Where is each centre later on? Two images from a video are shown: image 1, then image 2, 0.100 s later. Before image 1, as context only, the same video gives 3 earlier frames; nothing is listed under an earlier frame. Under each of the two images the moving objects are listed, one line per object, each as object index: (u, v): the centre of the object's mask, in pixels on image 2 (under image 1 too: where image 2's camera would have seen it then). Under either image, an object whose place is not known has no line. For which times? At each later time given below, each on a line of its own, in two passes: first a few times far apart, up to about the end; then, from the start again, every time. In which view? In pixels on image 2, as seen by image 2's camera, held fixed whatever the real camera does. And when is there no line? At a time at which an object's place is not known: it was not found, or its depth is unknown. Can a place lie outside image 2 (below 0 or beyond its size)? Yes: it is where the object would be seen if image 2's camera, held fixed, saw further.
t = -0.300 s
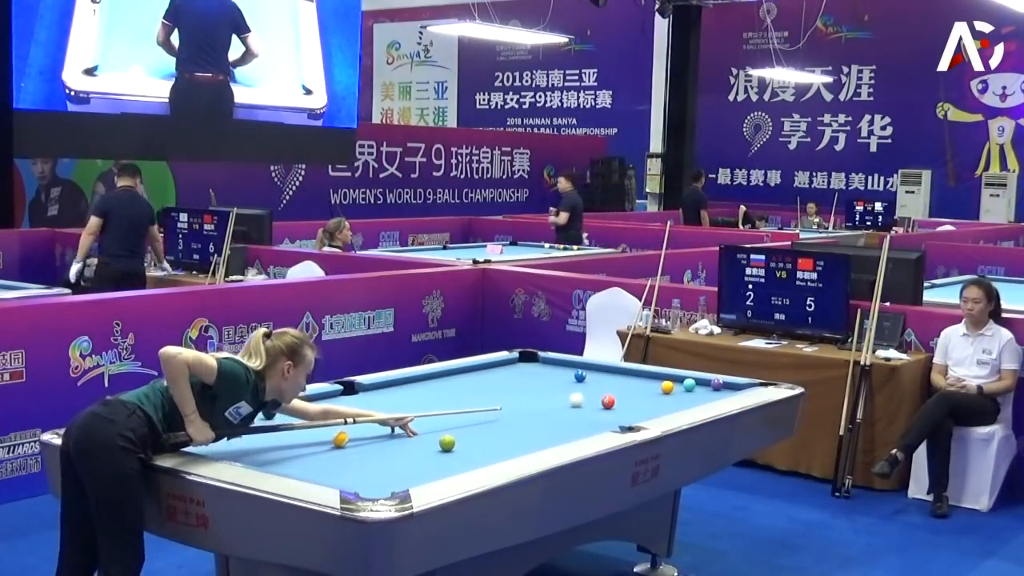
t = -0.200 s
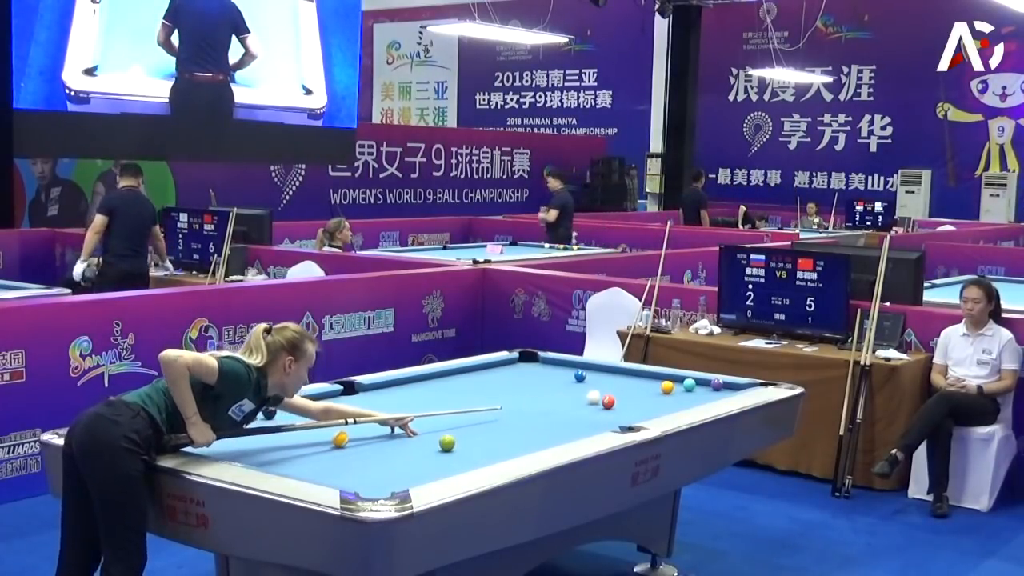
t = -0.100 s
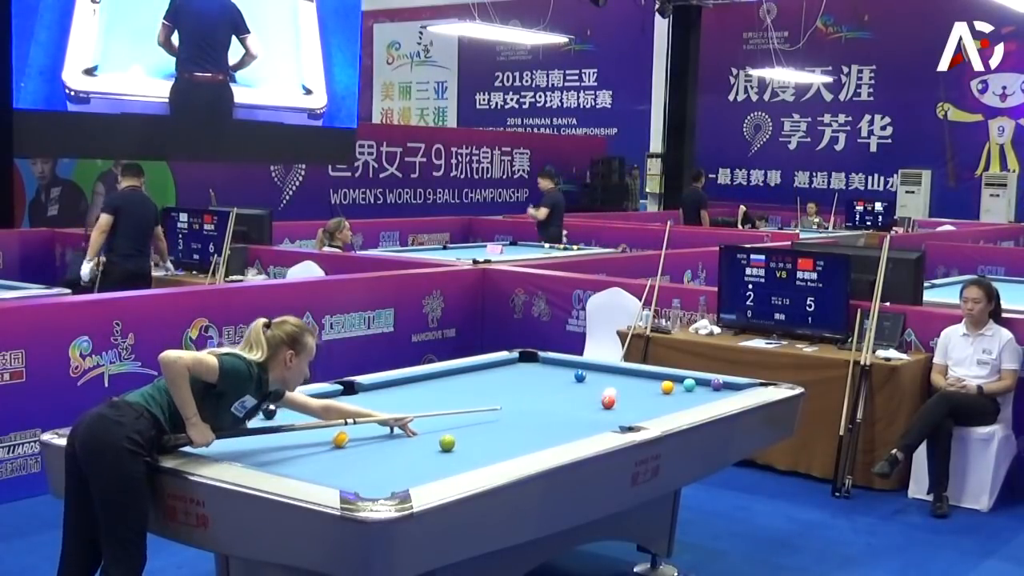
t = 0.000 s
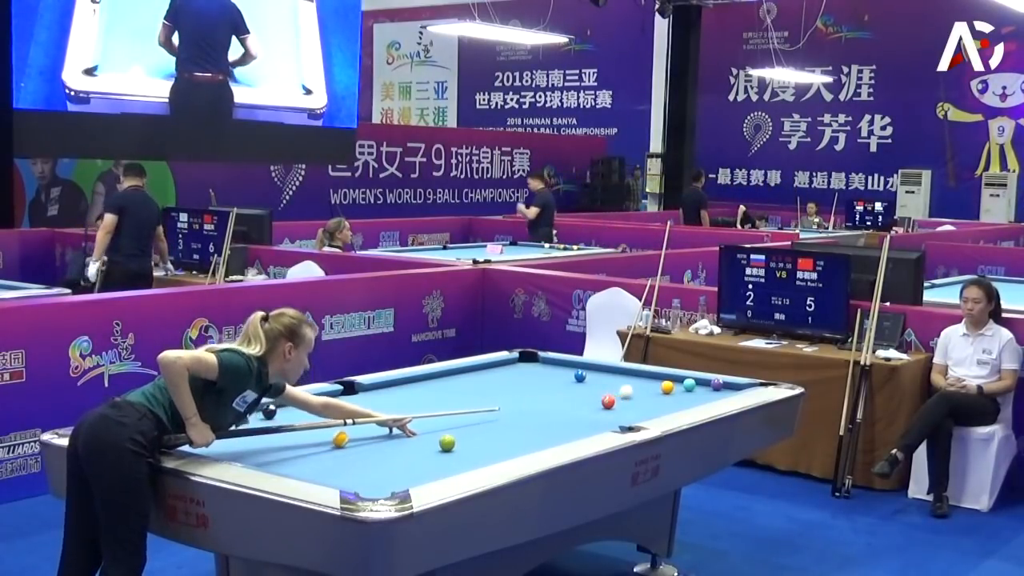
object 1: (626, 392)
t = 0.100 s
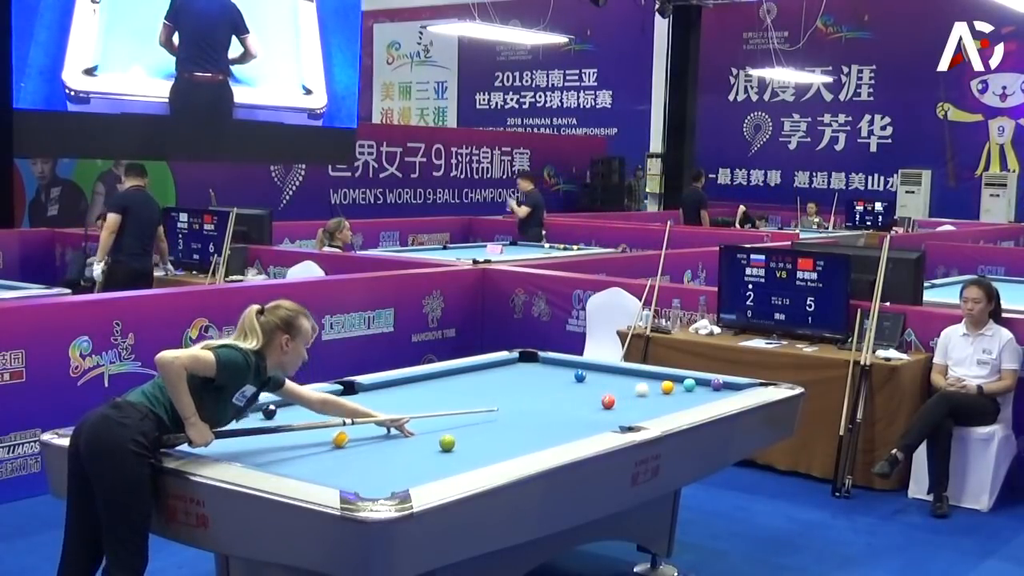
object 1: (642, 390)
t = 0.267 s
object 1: (653, 386)
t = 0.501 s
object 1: (656, 381)
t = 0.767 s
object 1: (658, 376)
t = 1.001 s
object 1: (654, 376)
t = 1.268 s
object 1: (646, 377)
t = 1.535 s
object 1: (638, 378)
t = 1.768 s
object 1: (633, 379)
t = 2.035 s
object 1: (626, 379)
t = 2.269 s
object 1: (622, 380)
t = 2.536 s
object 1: (618, 380)
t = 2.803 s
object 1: (615, 381)
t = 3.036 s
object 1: (613, 381)
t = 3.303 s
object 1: (611, 381)
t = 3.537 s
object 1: (609, 381)
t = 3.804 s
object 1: (609, 381)
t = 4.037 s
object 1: (609, 381)
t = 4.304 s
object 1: (609, 381)
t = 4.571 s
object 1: (609, 381)
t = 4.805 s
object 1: (609, 381)
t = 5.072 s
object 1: (609, 381)
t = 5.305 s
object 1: (609, 381)
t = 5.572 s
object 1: (609, 382)
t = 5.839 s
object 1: (609, 382)
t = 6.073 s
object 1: (609, 381)
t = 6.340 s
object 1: (609, 381)
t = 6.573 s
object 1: (609, 381)
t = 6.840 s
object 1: (609, 381)
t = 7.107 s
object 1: (609, 381)
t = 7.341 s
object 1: (609, 382)
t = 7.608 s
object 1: (609, 382)
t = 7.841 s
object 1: (609, 381)
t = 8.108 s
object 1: (609, 381)
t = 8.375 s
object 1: (609, 381)
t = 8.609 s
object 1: (609, 381)
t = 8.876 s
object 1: (609, 381)
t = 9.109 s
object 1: (609, 381)
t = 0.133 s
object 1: (646, 388)
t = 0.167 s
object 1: (652, 388)
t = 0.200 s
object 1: (654, 387)
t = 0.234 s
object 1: (653, 386)
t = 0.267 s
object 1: (653, 386)
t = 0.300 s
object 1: (653, 385)
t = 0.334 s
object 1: (654, 385)
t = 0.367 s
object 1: (654, 384)
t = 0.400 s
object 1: (655, 383)
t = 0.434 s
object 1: (655, 382)
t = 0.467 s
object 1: (655, 382)
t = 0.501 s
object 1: (656, 381)
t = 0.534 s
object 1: (656, 381)
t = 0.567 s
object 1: (656, 380)
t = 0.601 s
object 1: (657, 379)
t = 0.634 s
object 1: (657, 379)
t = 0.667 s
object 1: (658, 378)
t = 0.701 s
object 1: (658, 378)
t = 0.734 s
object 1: (658, 377)
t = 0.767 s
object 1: (658, 376)
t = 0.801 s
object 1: (659, 376)
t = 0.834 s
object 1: (659, 376)
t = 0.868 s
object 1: (659, 376)
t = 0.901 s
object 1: (658, 376)
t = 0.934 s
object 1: (656, 376)
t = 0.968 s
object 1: (655, 376)
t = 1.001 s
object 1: (654, 376)
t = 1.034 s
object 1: (653, 376)
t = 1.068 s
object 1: (652, 376)
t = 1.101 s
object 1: (651, 376)
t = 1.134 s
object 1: (650, 376)
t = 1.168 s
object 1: (649, 376)
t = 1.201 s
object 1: (648, 377)
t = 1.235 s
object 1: (647, 377)
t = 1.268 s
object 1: (646, 377)
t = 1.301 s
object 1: (645, 377)
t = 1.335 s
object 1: (644, 377)
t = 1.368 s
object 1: (643, 377)
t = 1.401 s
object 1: (642, 377)
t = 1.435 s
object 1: (641, 378)
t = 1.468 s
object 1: (640, 378)
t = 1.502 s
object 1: (639, 378)
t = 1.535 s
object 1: (638, 378)
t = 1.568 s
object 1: (638, 378)
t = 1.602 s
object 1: (637, 378)
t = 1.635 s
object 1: (636, 378)
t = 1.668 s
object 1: (635, 378)
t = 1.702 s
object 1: (634, 378)
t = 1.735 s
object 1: (633, 378)
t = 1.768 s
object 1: (633, 379)
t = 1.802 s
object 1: (632, 379)
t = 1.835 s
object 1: (631, 379)
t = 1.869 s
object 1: (630, 379)
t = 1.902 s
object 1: (629, 379)
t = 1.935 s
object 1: (629, 379)
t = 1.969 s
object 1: (628, 379)
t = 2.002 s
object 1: (627, 379)
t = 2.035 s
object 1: (626, 379)
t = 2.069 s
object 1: (626, 379)
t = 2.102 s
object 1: (625, 380)
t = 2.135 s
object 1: (625, 380)
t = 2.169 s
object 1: (624, 380)
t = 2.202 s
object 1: (623, 380)
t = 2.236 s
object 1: (623, 380)
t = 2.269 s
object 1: (622, 380)
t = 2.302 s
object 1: (622, 380)
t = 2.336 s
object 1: (621, 380)
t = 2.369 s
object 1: (621, 380)
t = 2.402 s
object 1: (620, 380)
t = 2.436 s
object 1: (620, 380)
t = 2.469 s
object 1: (619, 380)
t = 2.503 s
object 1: (618, 380)
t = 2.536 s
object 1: (618, 380)
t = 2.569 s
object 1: (618, 381)
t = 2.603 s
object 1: (617, 380)
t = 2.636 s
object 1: (617, 381)
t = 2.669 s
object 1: (616, 381)
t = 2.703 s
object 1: (616, 381)
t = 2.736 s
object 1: (615, 381)
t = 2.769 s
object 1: (615, 381)
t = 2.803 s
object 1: (615, 381)
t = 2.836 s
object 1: (614, 381)
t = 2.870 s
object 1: (614, 381)
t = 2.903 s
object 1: (614, 381)
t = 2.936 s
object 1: (613, 381)
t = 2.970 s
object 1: (613, 381)
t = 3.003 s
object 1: (613, 381)
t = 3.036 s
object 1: (613, 381)
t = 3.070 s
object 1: (612, 381)
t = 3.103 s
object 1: (612, 381)
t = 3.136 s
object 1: (612, 381)
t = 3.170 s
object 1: (612, 381)
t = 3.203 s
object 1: (611, 381)
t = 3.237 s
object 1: (611, 381)
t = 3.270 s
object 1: (611, 381)
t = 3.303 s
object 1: (611, 381)
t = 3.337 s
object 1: (611, 381)
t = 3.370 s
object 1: (610, 381)
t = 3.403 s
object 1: (610, 381)
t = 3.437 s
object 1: (610, 381)
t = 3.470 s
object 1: (610, 381)
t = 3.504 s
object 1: (610, 381)
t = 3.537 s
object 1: (609, 381)
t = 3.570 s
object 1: (609, 381)
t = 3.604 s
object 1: (609, 381)
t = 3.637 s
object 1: (609, 381)
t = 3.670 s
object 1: (609, 381)
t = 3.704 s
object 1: (609, 381)
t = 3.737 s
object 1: (609, 381)
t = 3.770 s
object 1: (609, 381)
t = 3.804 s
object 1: (609, 381)
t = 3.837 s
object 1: (609, 381)
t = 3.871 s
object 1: (609, 381)
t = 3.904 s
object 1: (609, 381)
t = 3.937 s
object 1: (609, 381)
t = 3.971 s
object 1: (609, 381)
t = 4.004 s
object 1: (609, 381)
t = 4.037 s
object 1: (609, 381)
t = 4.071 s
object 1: (609, 381)
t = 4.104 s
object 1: (609, 381)
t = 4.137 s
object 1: (609, 381)
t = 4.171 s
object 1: (609, 381)
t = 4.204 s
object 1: (609, 381)
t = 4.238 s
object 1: (609, 381)
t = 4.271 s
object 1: (609, 381)
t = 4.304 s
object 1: (609, 381)
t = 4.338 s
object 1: (609, 381)
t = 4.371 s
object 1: (609, 381)
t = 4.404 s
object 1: (609, 381)
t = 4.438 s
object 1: (609, 381)
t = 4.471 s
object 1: (609, 381)
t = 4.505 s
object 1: (609, 381)
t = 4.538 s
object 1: (609, 381)
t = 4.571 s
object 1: (609, 381)
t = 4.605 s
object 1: (609, 381)
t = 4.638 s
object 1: (609, 381)
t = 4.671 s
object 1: (609, 381)
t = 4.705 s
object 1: (609, 381)
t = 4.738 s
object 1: (609, 381)
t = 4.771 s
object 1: (609, 381)
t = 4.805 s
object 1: (609, 381)
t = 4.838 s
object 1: (609, 381)
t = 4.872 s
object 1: (609, 381)
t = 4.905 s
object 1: (609, 382)
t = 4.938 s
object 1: (609, 381)
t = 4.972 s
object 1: (609, 381)
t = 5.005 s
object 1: (609, 381)
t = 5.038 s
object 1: (609, 381)
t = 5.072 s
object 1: (609, 381)
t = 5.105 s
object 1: (609, 381)
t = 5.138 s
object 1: (609, 381)
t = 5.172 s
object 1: (609, 382)
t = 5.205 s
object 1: (609, 381)
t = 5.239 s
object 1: (609, 382)
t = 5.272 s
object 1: (609, 381)
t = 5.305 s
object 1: (609, 381)
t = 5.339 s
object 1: (609, 381)
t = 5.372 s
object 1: (609, 381)
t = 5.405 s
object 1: (609, 382)
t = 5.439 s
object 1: (609, 382)
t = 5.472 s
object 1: (609, 382)
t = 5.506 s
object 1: (609, 382)
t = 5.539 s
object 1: (609, 382)
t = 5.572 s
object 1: (609, 382)
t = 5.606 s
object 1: (609, 381)
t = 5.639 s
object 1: (609, 381)
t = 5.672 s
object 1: (609, 381)
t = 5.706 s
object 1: (609, 381)
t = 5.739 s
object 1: (609, 382)
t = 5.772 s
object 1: (609, 382)
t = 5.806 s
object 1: (609, 382)
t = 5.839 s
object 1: (609, 382)
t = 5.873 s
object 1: (609, 381)
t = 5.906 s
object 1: (609, 381)
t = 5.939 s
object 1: (609, 381)
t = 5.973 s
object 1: (609, 382)
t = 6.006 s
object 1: (609, 381)
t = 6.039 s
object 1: (609, 382)
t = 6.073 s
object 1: (609, 381)
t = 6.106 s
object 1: (609, 382)
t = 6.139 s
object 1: (609, 382)
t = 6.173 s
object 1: (609, 382)
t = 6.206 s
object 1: (609, 382)
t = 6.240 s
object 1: (609, 381)
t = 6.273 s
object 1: (609, 381)
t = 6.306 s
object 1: (609, 381)
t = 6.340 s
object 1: (609, 381)
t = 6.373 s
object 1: (609, 381)
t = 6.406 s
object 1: (609, 381)
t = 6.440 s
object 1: (609, 381)
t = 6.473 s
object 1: (609, 381)
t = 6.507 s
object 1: (609, 381)
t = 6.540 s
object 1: (609, 381)
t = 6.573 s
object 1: (609, 381)
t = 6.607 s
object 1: (609, 381)
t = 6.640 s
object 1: (609, 381)
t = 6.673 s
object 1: (609, 381)
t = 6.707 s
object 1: (609, 381)
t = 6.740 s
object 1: (609, 381)
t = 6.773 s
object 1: (609, 381)
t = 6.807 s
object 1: (609, 381)
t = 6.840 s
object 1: (609, 381)
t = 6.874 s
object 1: (609, 381)
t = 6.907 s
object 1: (609, 381)
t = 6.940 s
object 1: (609, 381)
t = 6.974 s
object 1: (609, 381)
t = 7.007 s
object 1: (609, 381)
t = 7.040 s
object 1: (609, 381)
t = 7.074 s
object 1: (609, 381)
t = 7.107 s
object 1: (609, 381)
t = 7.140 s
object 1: (609, 381)
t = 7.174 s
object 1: (609, 381)
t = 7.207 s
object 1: (609, 381)
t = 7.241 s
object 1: (609, 381)
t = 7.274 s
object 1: (609, 381)
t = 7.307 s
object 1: (609, 381)
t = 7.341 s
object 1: (609, 382)
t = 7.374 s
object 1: (609, 381)
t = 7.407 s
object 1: (609, 382)
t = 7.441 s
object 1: (609, 382)
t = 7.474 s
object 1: (609, 382)
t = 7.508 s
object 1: (609, 382)
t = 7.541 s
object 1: (609, 382)
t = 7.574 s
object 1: (609, 382)
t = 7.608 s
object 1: (609, 382)
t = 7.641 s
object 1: (609, 382)
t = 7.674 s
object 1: (609, 381)
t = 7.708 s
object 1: (609, 381)
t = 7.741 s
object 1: (609, 381)
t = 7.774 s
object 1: (609, 381)
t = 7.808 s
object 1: (609, 381)
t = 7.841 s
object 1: (609, 381)
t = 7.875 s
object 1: (609, 381)
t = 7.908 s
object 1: (609, 381)
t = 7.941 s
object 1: (609, 381)
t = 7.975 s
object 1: (609, 381)
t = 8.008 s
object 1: (609, 381)
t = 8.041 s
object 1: (609, 381)
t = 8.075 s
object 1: (609, 381)
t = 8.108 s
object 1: (609, 381)
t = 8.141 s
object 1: (609, 381)
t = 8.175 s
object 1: (609, 381)
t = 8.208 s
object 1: (609, 381)
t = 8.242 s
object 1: (609, 381)
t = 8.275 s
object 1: (609, 381)
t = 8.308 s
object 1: (609, 381)
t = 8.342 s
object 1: (609, 381)
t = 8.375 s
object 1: (609, 381)
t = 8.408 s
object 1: (609, 381)
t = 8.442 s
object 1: (609, 381)
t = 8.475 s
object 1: (609, 381)
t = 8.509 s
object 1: (609, 381)
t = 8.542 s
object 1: (609, 381)
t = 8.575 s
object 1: (609, 381)
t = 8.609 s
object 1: (609, 381)
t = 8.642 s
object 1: (609, 381)
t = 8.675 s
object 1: (609, 381)
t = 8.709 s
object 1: (609, 381)
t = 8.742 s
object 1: (609, 381)
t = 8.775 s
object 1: (609, 381)
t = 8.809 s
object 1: (609, 381)
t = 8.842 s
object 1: (609, 381)
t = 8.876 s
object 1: (609, 381)
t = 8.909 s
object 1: (609, 381)
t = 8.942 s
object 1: (609, 381)
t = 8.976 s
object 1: (609, 381)
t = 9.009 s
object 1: (609, 381)
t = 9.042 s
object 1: (609, 381)
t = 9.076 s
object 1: (609, 381)
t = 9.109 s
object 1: (609, 381)
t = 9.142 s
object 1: (609, 381)
